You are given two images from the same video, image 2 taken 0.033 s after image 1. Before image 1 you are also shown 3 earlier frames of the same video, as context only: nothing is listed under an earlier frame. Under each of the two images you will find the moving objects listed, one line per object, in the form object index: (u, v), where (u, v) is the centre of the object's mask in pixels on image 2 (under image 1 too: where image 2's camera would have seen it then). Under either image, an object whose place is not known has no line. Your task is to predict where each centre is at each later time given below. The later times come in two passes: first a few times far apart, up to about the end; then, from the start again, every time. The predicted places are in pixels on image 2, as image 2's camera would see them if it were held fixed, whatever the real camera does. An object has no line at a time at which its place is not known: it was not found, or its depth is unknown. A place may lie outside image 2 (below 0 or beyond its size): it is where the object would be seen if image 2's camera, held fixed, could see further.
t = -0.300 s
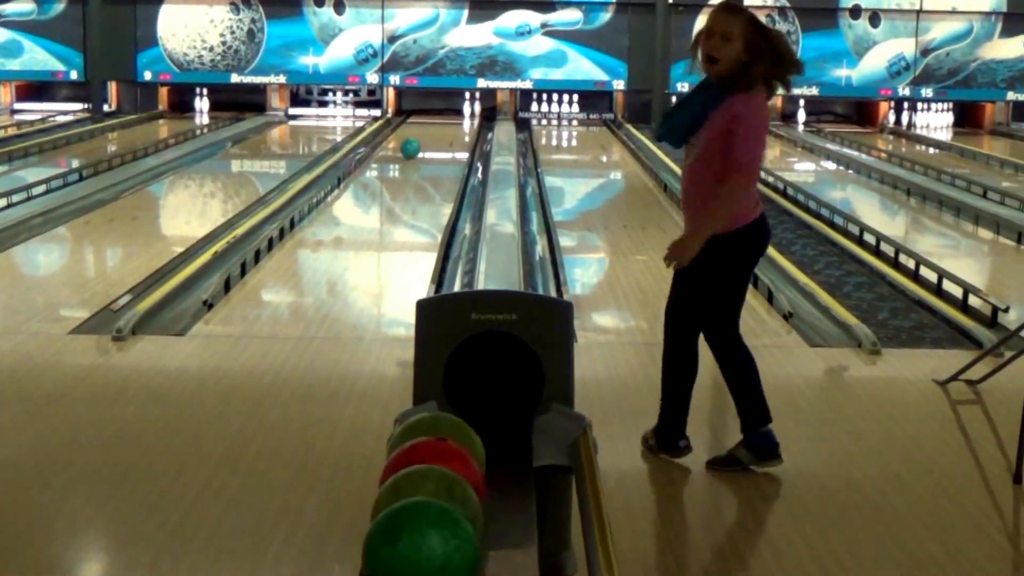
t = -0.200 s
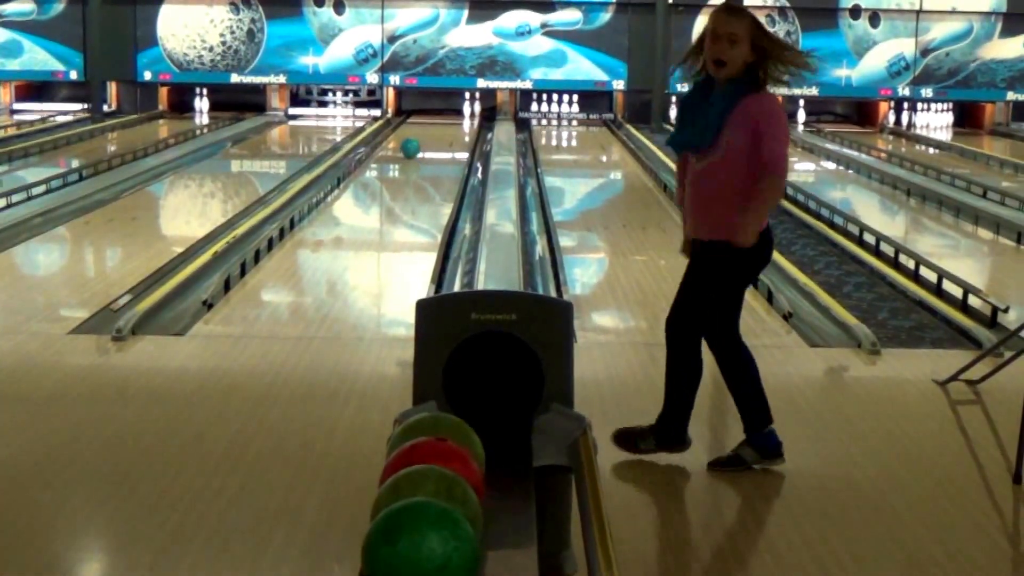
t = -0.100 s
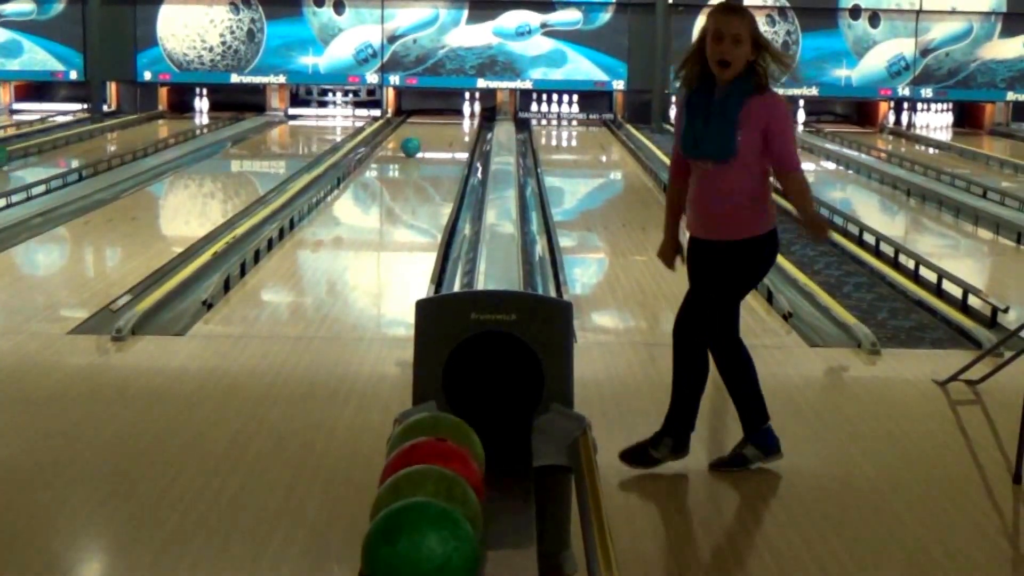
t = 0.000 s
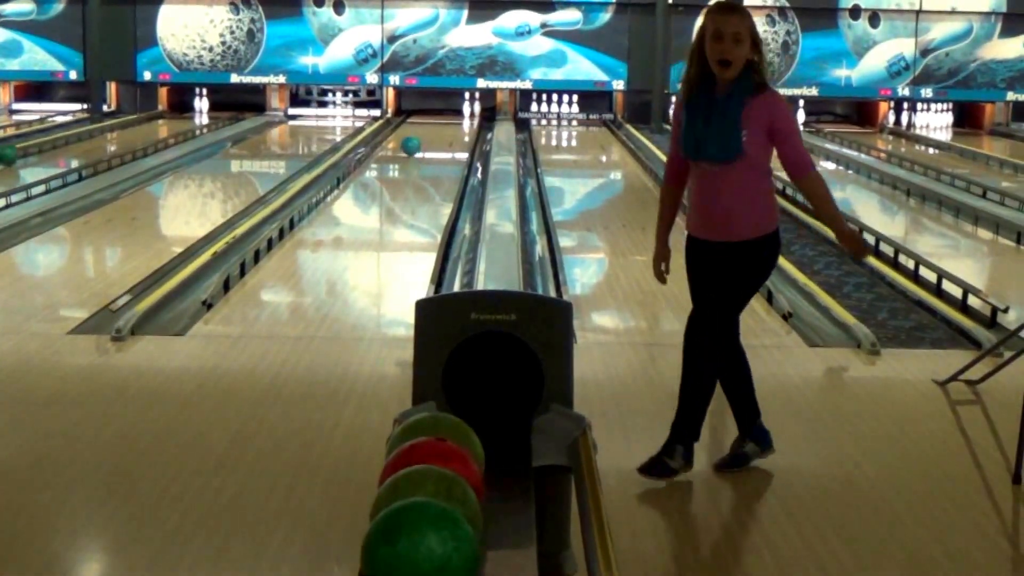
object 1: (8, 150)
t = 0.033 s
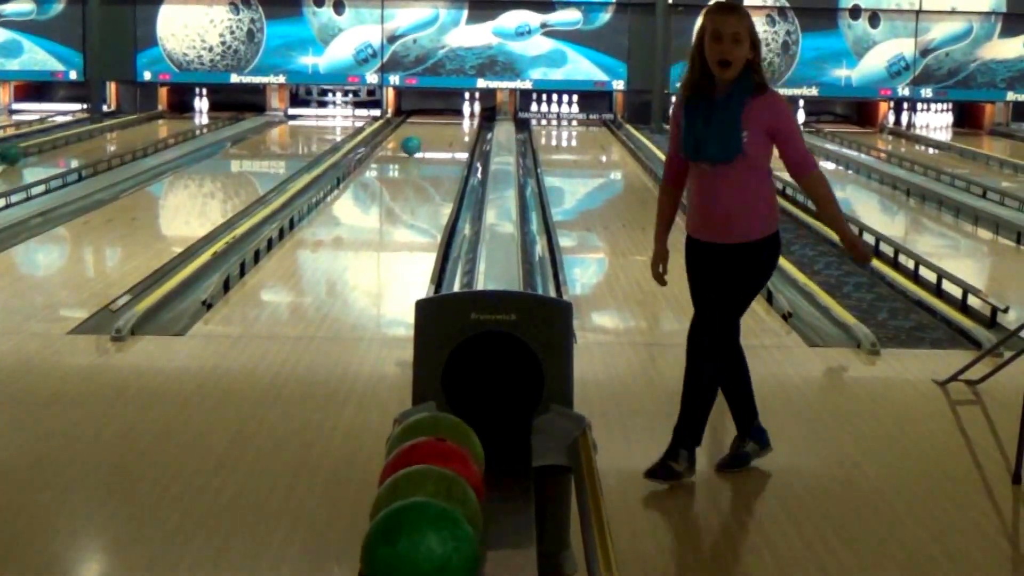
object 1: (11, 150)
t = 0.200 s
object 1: (27, 148)
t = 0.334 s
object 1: (39, 145)
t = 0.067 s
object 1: (15, 149)
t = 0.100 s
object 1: (18, 148)
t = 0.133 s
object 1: (21, 148)
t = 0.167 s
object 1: (25, 147)
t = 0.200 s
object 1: (27, 148)
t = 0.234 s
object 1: (31, 147)
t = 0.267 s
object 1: (34, 146)
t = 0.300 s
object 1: (35, 145)
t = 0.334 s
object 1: (39, 145)
